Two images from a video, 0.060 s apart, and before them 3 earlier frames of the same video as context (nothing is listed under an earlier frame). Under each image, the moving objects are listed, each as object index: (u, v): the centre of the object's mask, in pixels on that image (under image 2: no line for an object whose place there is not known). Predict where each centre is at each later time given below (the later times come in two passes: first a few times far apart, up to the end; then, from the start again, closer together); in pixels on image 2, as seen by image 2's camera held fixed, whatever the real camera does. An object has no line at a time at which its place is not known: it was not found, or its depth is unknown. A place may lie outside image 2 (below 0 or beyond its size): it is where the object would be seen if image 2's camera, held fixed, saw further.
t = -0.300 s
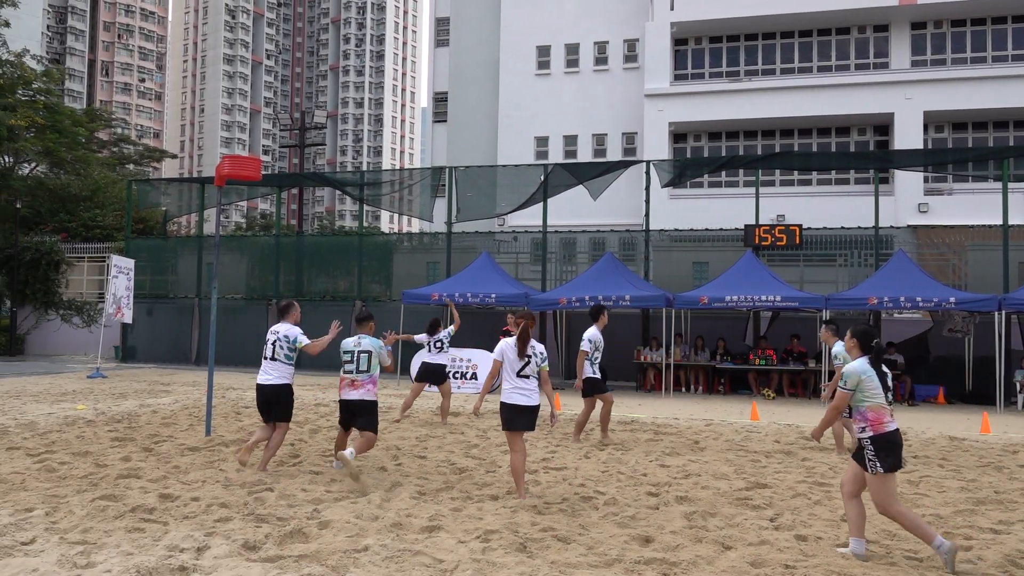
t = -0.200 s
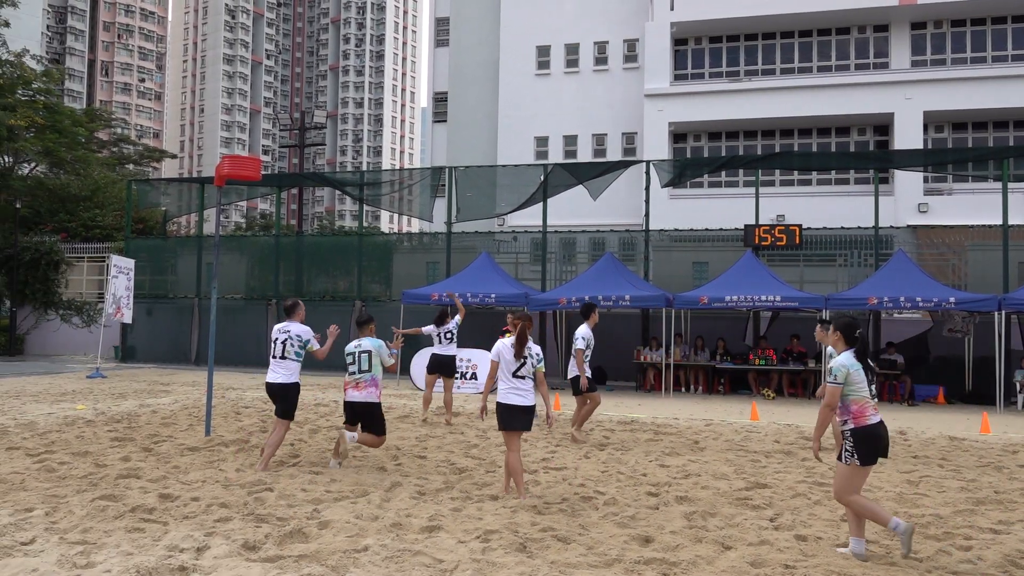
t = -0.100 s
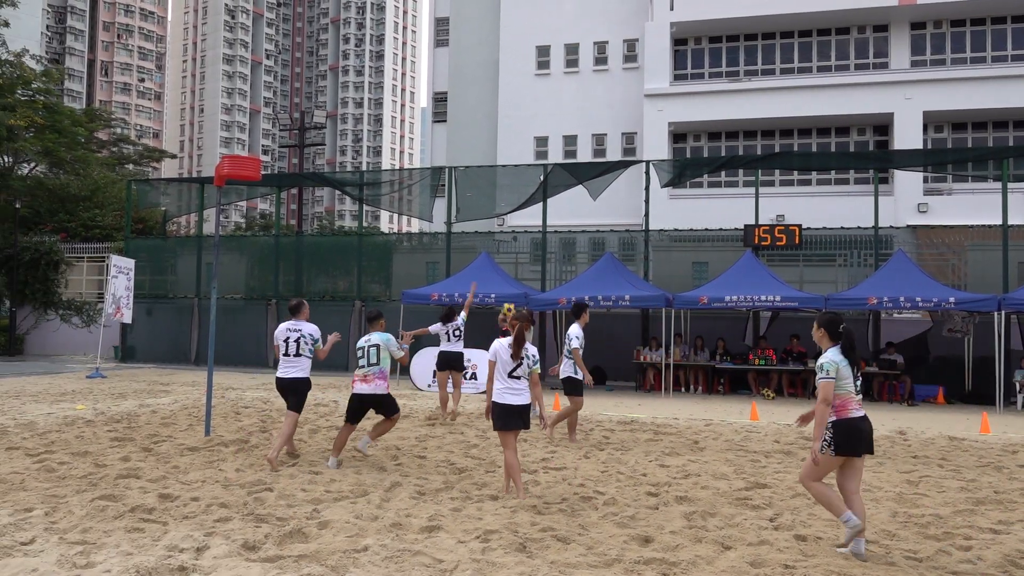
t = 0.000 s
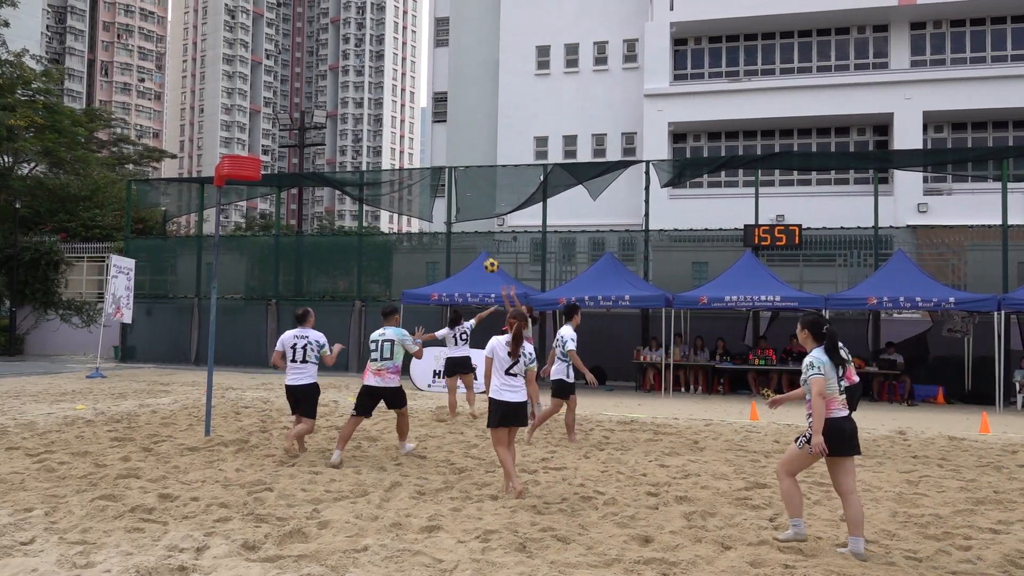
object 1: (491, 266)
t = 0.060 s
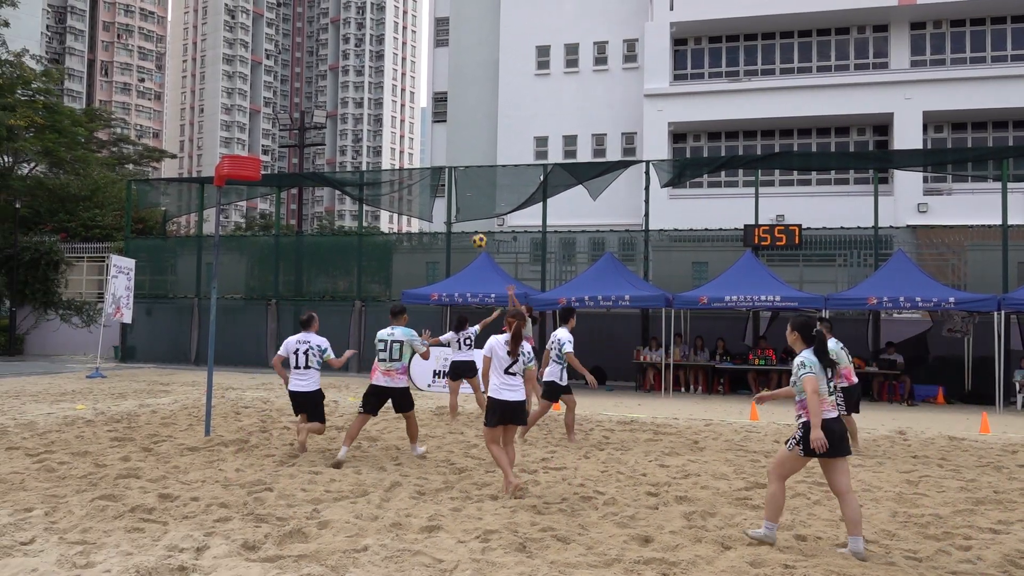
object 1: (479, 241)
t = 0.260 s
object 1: (439, 173)
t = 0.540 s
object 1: (380, 118)
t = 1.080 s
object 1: (247, 147)
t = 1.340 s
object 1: (198, 152)
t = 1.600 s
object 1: (141, 218)
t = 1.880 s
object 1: (70, 372)
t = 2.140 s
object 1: (6, 463)
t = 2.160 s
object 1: (1, 464)
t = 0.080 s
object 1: (476, 233)
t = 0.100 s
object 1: (472, 226)
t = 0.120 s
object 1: (468, 218)
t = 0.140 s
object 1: (464, 211)
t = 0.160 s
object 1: (460, 205)
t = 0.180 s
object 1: (456, 197)
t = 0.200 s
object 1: (452, 191)
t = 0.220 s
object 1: (448, 185)
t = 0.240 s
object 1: (444, 179)
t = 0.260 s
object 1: (439, 173)
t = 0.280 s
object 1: (436, 168)
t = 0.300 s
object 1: (432, 163)
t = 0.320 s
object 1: (428, 158)
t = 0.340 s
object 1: (424, 153)
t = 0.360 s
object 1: (419, 148)
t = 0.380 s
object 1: (415, 144)
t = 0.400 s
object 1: (410, 140)
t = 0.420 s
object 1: (406, 136)
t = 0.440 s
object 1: (402, 132)
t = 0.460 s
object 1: (397, 129)
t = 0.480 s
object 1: (393, 126)
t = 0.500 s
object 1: (389, 123)
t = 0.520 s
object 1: (384, 120)
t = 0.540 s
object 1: (380, 118)
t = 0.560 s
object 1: (375, 116)
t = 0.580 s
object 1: (371, 115)
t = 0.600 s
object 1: (367, 113)
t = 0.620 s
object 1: (361, 112)
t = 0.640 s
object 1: (358, 110)
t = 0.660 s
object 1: (351, 110)
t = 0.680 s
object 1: (347, 109)
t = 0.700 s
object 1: (342, 109)
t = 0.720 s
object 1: (337, 109)
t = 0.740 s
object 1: (332, 110)
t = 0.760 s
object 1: (328, 111)
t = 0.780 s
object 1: (322, 112)
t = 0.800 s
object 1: (317, 114)
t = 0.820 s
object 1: (312, 116)
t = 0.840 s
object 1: (306, 117)
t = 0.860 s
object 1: (301, 120)
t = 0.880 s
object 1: (296, 122)
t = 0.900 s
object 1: (291, 125)
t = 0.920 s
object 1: (286, 129)
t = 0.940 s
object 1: (280, 132)
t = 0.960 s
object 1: (275, 136)
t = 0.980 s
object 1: (269, 141)
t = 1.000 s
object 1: (263, 146)
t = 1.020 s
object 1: (258, 150)
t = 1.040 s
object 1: (255, 151)
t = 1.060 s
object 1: (251, 149)
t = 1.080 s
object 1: (247, 147)
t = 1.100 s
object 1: (244, 146)
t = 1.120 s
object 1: (240, 145)
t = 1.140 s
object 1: (237, 144)
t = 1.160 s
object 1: (233, 144)
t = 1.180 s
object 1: (229, 144)
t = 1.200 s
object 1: (225, 143)
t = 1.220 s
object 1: (222, 143)
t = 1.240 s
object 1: (218, 144)
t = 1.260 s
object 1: (214, 145)
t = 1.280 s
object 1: (210, 146)
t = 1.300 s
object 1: (206, 148)
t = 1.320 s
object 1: (202, 150)
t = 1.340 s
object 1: (198, 152)
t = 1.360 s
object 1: (194, 155)
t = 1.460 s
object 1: (173, 174)
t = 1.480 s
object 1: (169, 179)
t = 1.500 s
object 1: (164, 185)
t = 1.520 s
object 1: (159, 190)
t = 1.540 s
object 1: (155, 196)
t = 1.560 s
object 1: (150, 203)
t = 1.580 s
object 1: (145, 211)
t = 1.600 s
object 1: (141, 218)
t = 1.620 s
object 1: (136, 226)
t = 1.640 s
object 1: (131, 234)
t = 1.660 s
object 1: (126, 243)
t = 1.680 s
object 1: (122, 252)
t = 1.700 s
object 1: (117, 262)
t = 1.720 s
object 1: (112, 272)
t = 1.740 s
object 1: (106, 284)
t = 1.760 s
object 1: (102, 294)
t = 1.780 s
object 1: (97, 306)
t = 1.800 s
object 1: (92, 318)
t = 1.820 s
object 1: (86, 331)
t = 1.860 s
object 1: (76, 357)
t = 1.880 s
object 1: (70, 372)
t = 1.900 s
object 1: (65, 387)
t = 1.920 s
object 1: (59, 402)
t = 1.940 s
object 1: (54, 418)
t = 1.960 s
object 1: (48, 434)
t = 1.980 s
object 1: (42, 452)
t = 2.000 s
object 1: (36, 459)
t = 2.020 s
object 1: (31, 459)
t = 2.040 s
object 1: (28, 458)
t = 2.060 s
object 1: (23, 459)
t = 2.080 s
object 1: (19, 459)
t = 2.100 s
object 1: (15, 459)
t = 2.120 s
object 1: (10, 461)
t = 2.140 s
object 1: (6, 463)
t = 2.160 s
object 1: (1, 464)
